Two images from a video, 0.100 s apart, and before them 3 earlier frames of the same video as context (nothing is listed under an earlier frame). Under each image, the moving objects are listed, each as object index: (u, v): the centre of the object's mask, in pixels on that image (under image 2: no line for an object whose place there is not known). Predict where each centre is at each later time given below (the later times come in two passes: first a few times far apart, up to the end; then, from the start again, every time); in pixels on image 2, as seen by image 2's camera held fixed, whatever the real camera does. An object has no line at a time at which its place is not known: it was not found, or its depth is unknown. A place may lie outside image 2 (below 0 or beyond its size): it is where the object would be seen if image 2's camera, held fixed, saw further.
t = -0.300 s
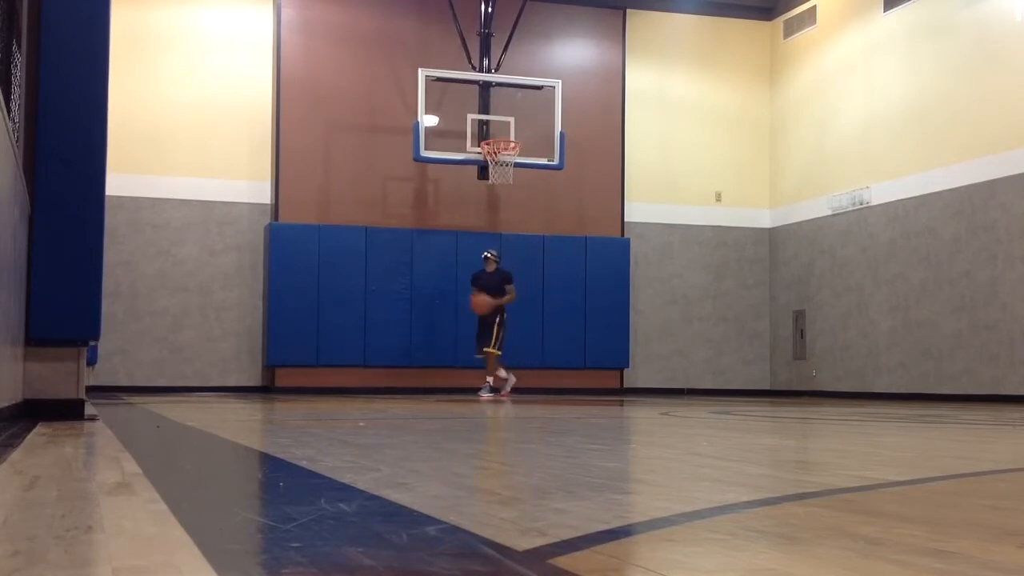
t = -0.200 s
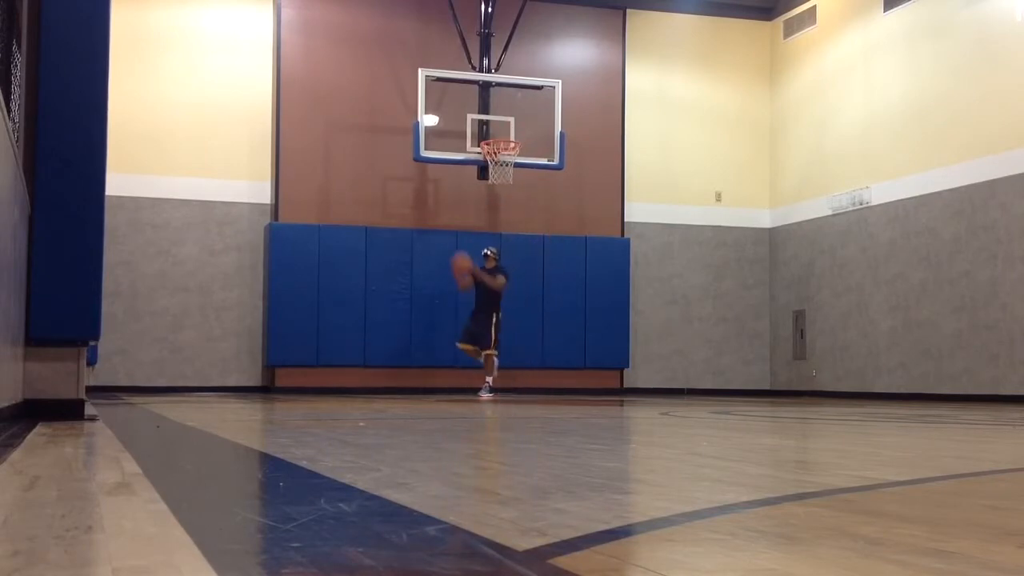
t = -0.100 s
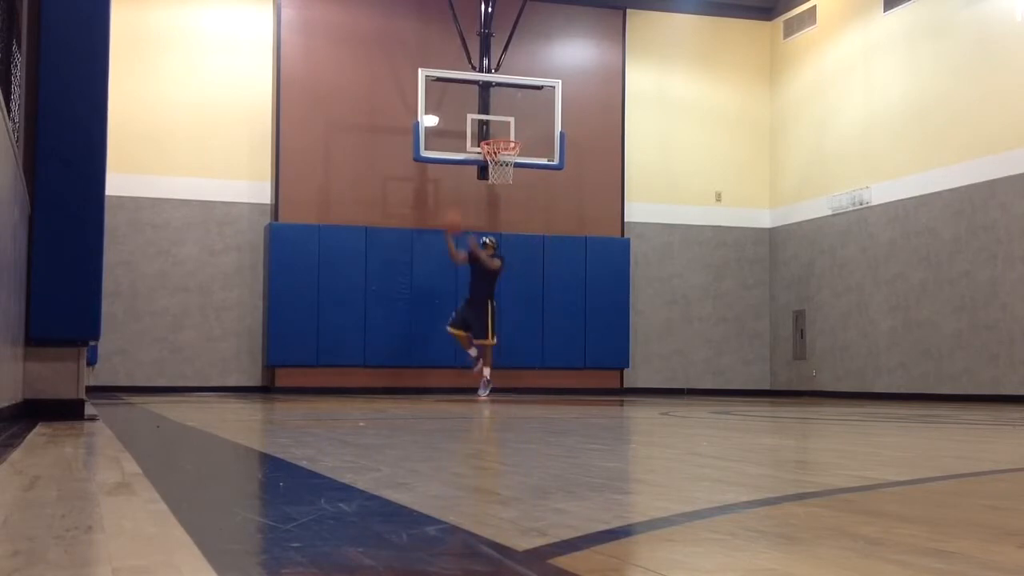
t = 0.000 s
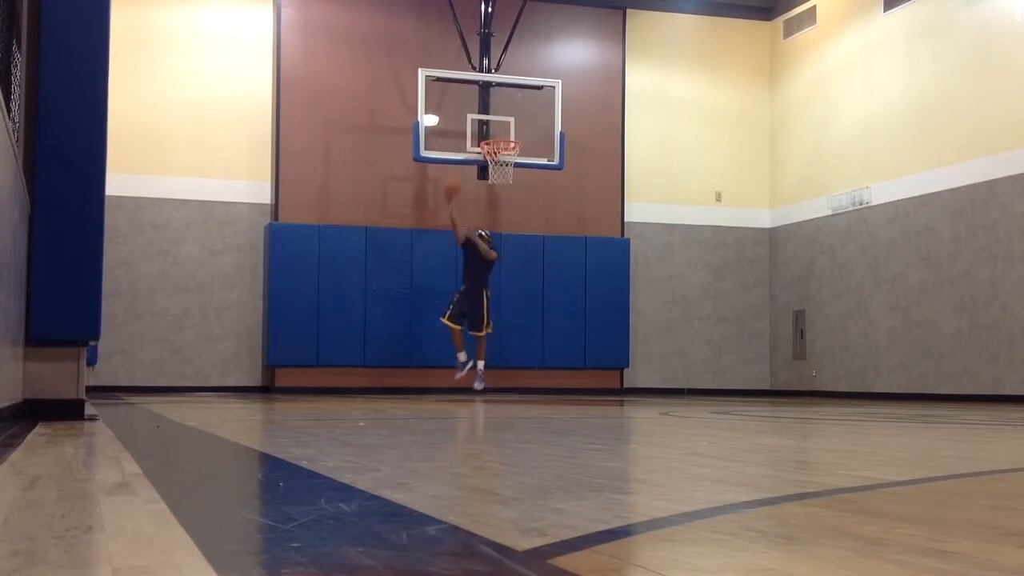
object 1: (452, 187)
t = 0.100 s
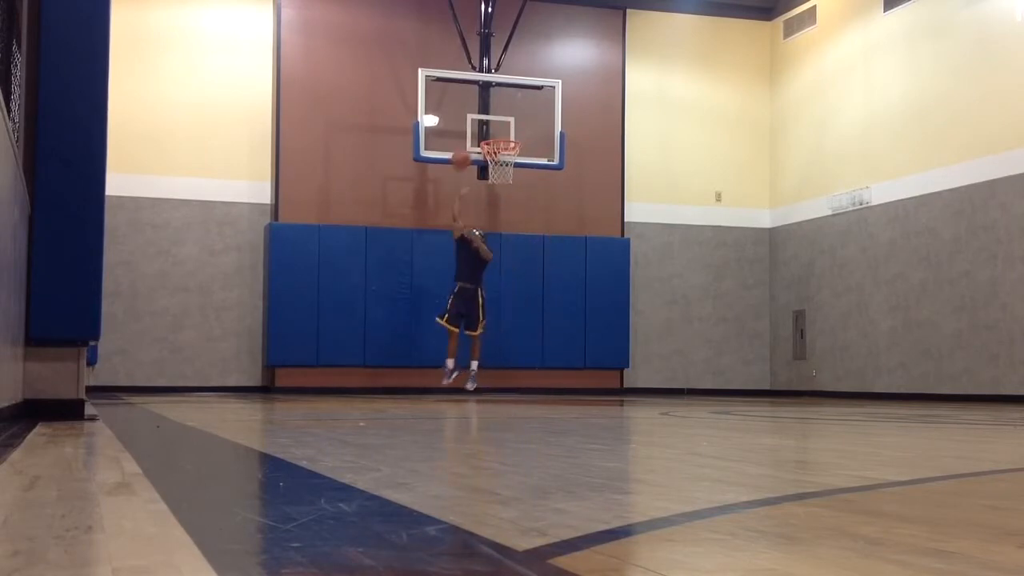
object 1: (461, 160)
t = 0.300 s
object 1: (481, 133)
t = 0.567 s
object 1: (508, 149)
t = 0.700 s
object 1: (504, 173)
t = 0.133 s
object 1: (465, 152)
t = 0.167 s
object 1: (468, 146)
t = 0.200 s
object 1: (471, 141)
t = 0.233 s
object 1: (474, 137)
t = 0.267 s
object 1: (478, 134)
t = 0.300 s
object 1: (481, 133)
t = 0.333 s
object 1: (484, 133)
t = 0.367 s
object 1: (488, 133)
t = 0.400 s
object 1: (494, 134)
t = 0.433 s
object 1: (498, 135)
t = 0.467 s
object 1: (503, 136)
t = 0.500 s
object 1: (509, 137)
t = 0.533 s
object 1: (507, 143)
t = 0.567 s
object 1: (508, 149)
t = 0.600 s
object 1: (511, 157)
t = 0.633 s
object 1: (508, 163)
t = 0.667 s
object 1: (506, 170)
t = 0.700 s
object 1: (504, 173)
